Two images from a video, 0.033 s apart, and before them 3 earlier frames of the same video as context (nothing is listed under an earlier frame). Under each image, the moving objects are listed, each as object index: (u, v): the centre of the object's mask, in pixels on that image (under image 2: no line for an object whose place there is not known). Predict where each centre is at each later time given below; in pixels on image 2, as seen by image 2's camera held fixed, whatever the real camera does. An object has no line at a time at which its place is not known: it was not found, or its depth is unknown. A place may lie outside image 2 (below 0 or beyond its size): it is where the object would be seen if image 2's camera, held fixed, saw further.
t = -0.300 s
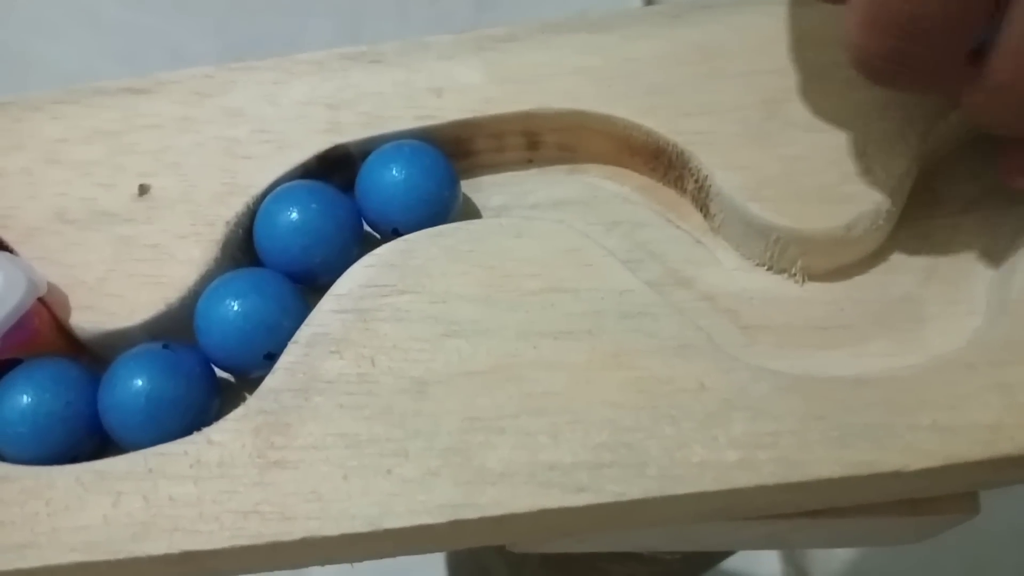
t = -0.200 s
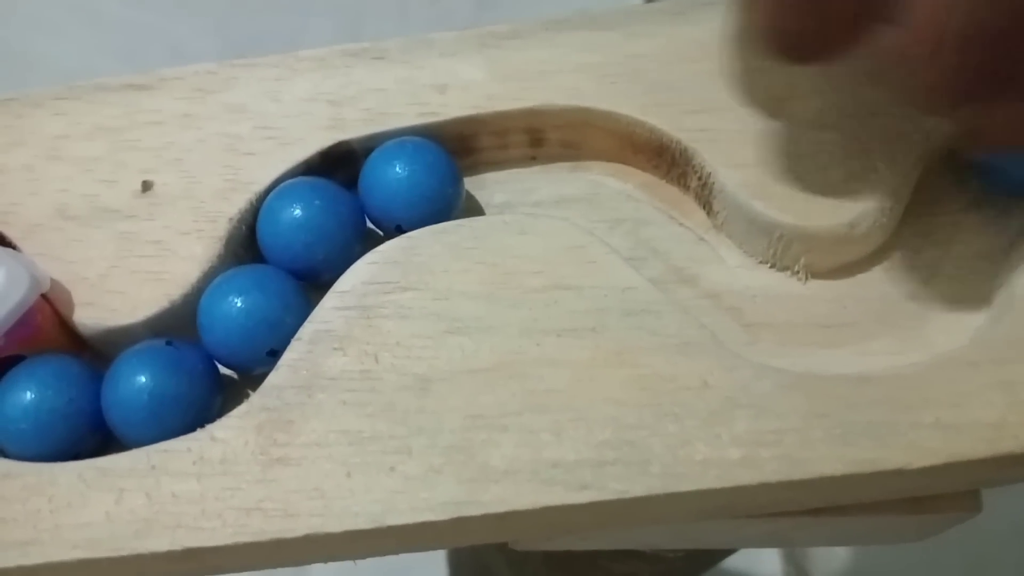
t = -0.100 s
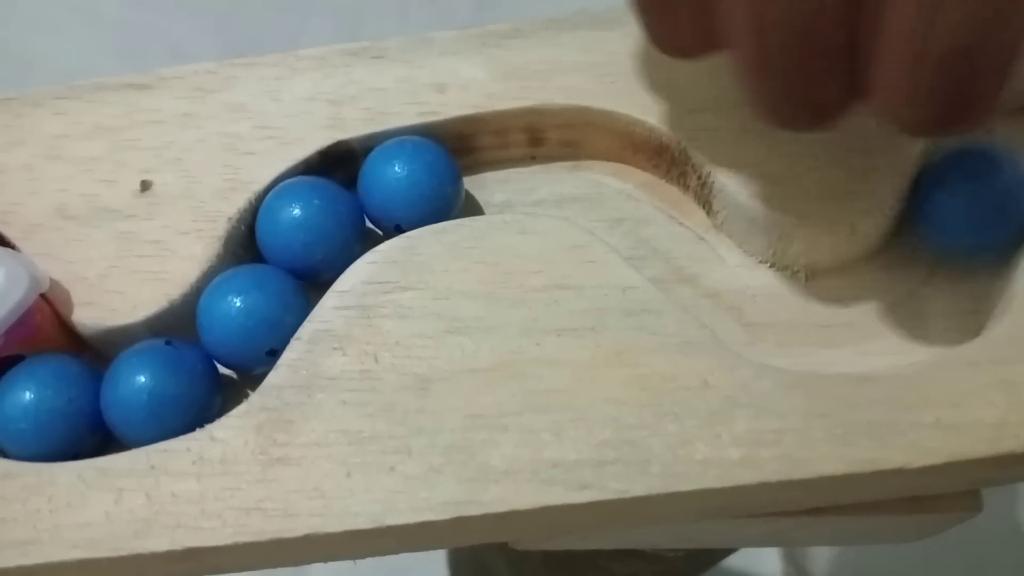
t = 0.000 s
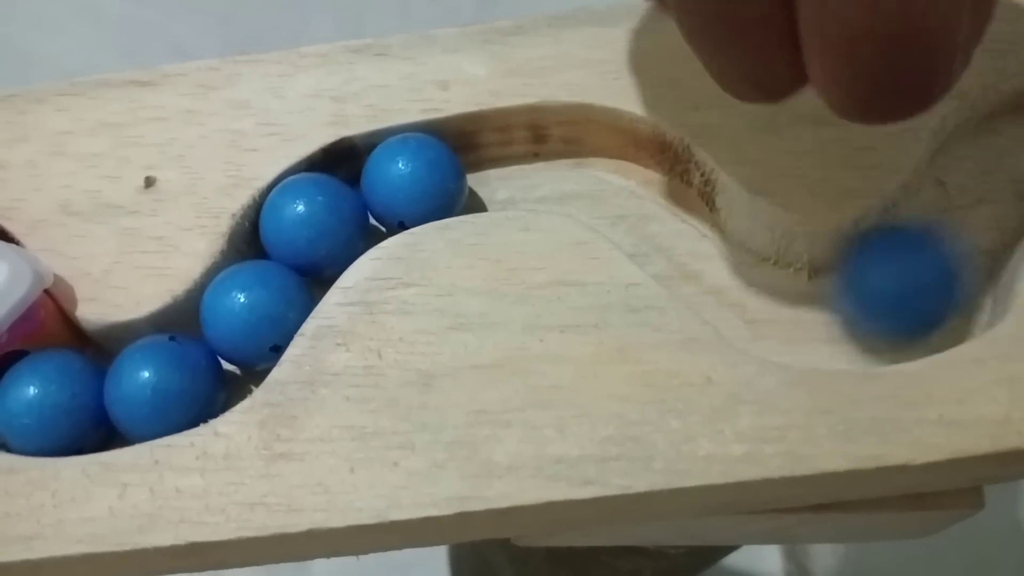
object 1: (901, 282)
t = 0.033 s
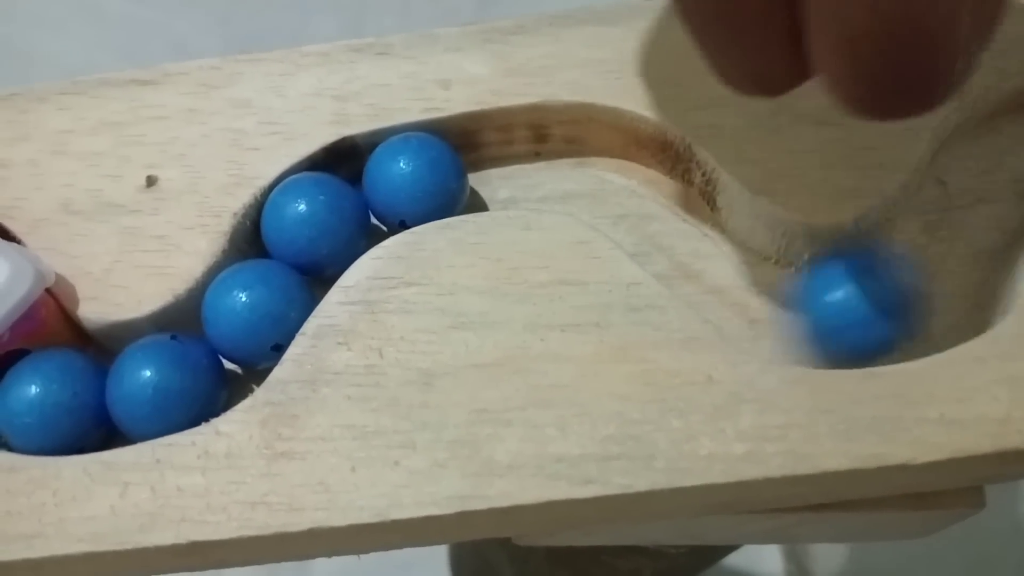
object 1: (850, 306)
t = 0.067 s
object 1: (800, 315)
